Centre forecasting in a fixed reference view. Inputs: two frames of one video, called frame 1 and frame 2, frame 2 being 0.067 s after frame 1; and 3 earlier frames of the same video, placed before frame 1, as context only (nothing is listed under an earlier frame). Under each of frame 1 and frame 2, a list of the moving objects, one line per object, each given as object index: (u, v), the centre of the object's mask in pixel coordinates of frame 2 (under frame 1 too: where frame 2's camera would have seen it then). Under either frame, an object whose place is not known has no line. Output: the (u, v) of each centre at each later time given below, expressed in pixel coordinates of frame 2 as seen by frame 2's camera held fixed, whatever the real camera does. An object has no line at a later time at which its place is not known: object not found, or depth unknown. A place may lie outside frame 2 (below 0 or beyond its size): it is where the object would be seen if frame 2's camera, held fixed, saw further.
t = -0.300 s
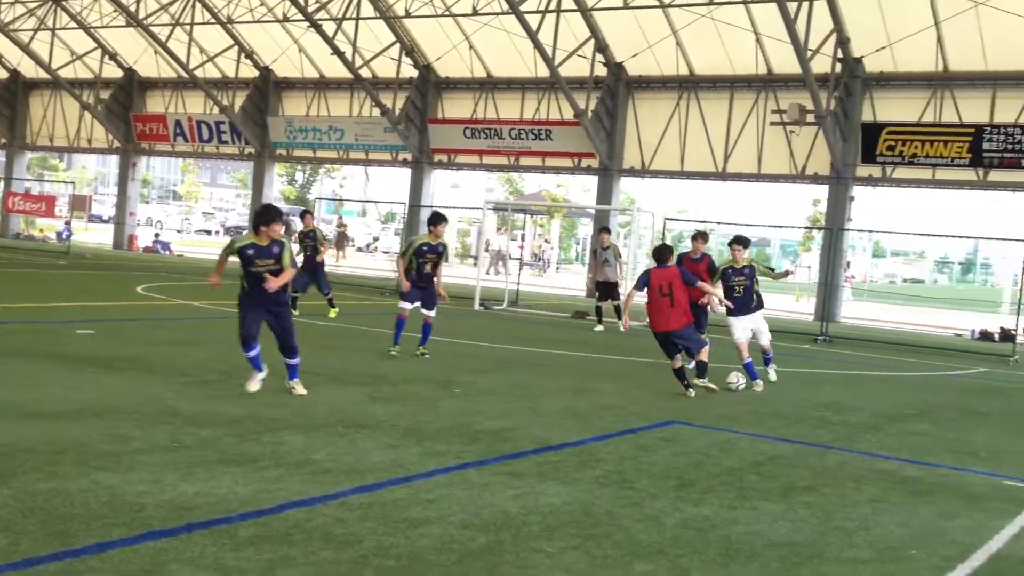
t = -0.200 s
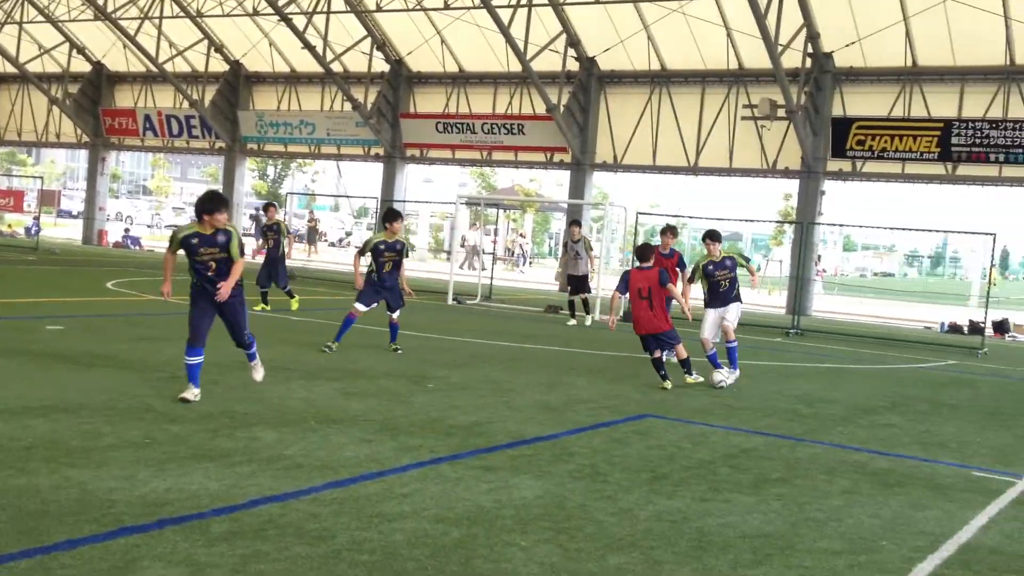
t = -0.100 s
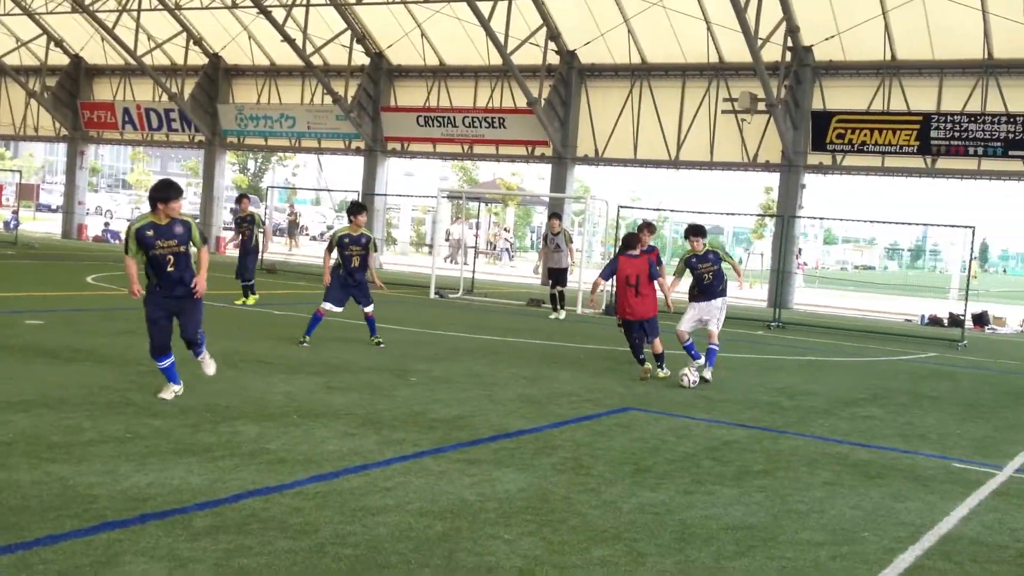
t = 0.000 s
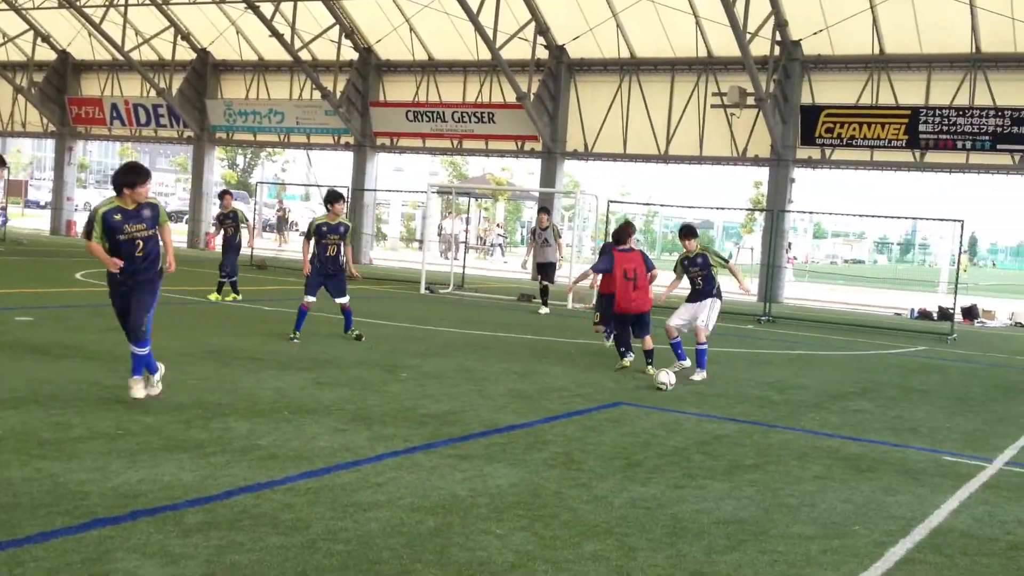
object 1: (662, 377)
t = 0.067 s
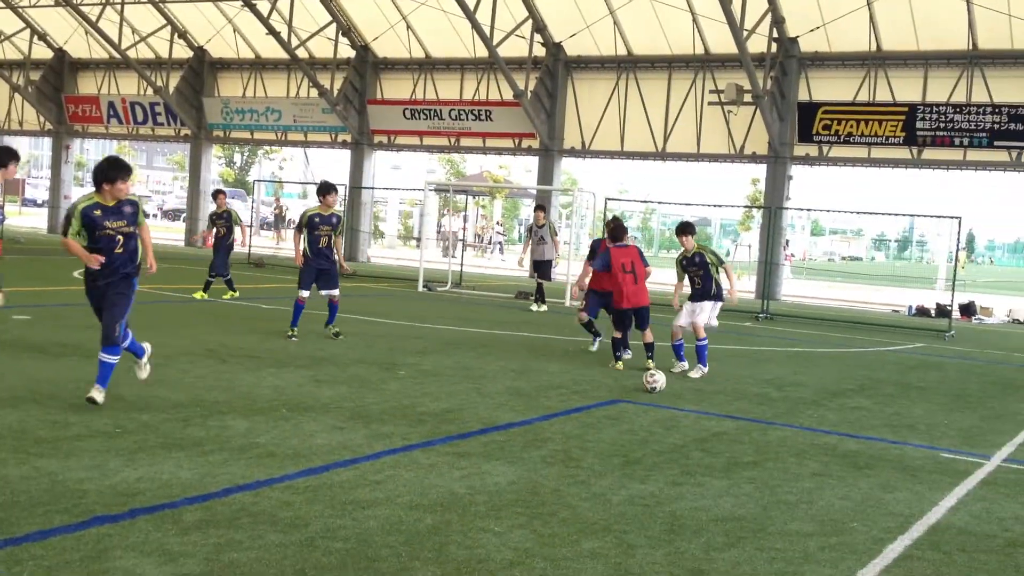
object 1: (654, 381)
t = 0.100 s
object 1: (650, 384)
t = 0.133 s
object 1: (646, 386)
